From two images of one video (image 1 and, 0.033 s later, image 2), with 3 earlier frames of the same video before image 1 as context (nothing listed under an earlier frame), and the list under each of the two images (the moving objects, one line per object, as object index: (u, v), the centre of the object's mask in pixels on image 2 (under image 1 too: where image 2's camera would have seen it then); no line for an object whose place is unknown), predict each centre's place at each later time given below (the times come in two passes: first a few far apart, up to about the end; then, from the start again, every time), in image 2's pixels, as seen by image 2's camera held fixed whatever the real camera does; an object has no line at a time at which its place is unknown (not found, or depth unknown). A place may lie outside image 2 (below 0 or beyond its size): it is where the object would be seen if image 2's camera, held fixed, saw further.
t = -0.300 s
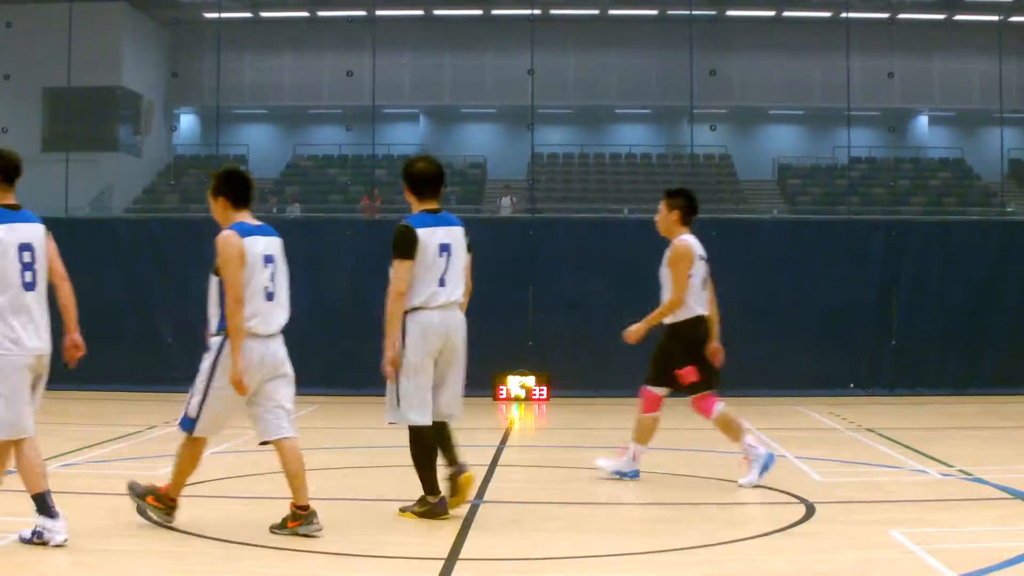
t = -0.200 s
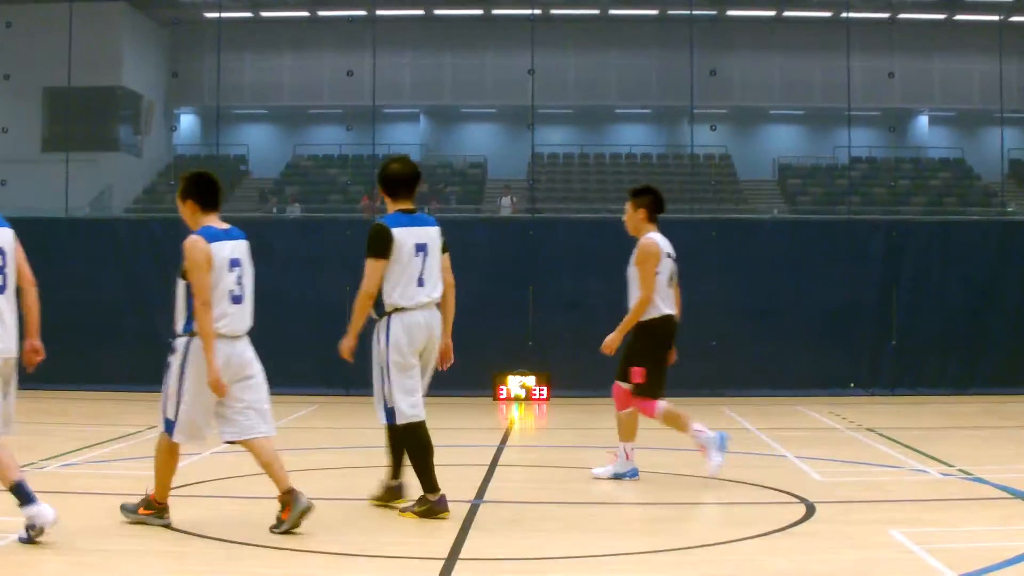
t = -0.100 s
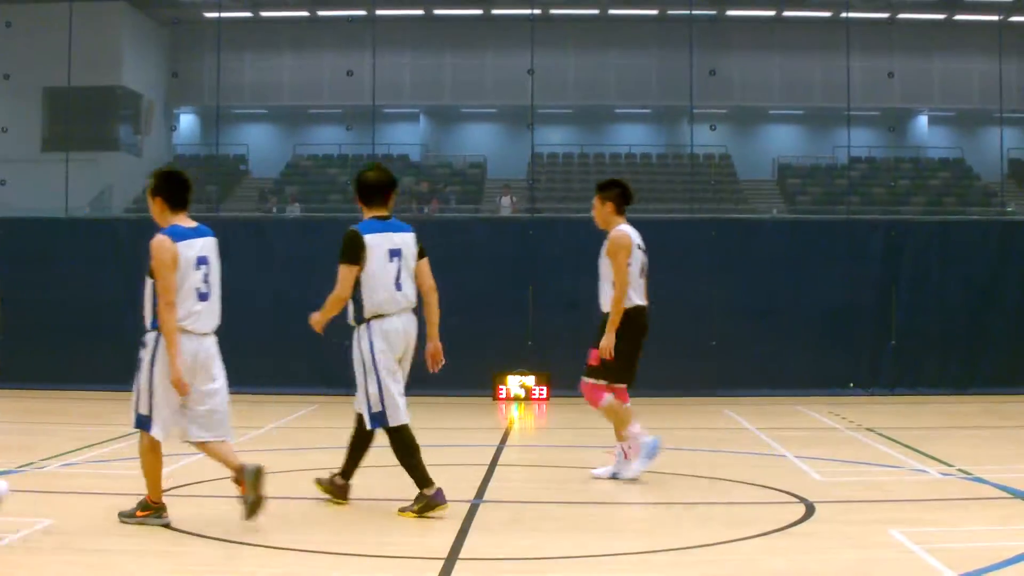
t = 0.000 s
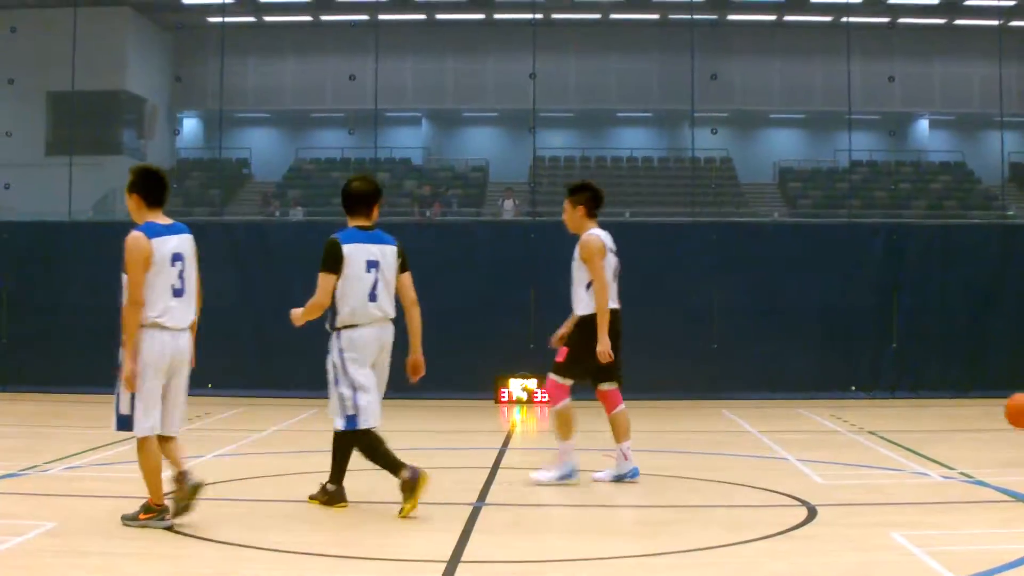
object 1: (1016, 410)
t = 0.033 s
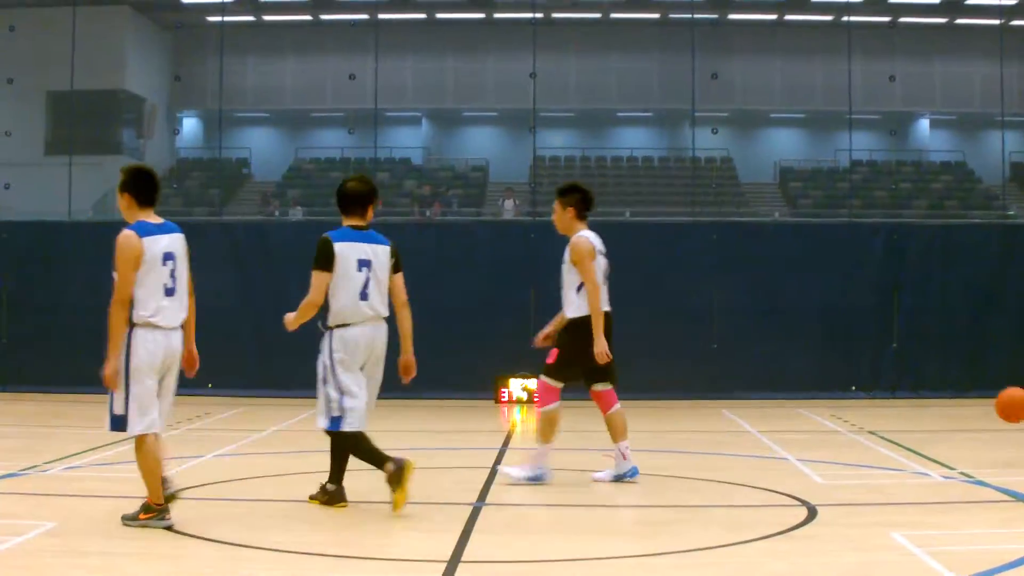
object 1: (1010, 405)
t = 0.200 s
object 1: (968, 400)
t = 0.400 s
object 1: (910, 447)
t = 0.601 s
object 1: (857, 410)
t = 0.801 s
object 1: (803, 430)
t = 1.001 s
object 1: (751, 421)
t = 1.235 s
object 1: (691, 439)
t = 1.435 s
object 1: (643, 426)
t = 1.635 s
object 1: (596, 440)
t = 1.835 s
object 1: (548, 437)
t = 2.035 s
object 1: (502, 436)
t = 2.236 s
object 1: (456, 439)
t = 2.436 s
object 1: (413, 437)
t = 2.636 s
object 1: (371, 437)
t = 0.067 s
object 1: (1005, 401)
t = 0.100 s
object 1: (995, 398)
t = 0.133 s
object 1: (986, 397)
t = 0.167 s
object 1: (977, 398)
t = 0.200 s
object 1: (968, 400)
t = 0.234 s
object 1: (958, 404)
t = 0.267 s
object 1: (948, 409)
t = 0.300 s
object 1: (939, 417)
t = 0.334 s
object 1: (929, 426)
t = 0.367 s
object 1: (920, 436)
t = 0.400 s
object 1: (910, 447)
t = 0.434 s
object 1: (901, 438)
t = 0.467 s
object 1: (892, 429)
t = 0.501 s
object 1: (884, 422)
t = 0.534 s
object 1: (875, 417)
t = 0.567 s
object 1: (866, 413)
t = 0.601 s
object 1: (857, 410)
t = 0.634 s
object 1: (848, 409)
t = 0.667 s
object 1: (839, 411)
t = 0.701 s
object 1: (830, 412)
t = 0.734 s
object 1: (821, 417)
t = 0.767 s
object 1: (812, 423)
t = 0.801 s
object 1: (803, 430)
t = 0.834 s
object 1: (794, 439)
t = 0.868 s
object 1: (785, 445)
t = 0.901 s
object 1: (776, 436)
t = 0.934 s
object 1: (768, 429)
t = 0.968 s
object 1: (759, 424)
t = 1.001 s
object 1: (751, 421)
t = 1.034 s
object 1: (742, 419)
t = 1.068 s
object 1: (734, 419)
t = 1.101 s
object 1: (726, 419)
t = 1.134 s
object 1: (717, 422)
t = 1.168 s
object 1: (709, 426)
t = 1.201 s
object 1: (700, 431)
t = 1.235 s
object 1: (691, 439)
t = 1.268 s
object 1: (683, 445)
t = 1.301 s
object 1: (675, 438)
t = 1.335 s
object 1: (667, 432)
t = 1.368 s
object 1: (659, 429)
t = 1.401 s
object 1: (651, 427)
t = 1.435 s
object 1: (643, 426)
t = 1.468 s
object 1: (635, 426)
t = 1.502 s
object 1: (627, 428)
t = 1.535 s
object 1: (619, 432)
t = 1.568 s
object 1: (611, 438)
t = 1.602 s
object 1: (603, 444)
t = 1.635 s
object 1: (596, 440)
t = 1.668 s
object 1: (587, 435)
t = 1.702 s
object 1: (579, 432)
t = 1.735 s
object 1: (571, 431)
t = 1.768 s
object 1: (563, 431)
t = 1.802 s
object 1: (556, 433)
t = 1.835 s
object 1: (548, 437)
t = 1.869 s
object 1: (540, 442)
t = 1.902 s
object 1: (532, 439)
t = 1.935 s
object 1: (525, 436)
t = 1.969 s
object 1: (517, 435)
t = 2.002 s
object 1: (509, 435)
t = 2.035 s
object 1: (502, 436)
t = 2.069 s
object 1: (495, 439)
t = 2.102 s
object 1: (486, 438)
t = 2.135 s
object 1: (479, 436)
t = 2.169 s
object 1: (471, 436)
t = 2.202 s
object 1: (463, 437)
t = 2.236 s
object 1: (456, 439)
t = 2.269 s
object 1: (449, 438)
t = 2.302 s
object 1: (442, 436)
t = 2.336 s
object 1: (435, 436)
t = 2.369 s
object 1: (428, 437)
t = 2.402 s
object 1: (420, 438)
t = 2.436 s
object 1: (413, 437)
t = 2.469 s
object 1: (406, 436)
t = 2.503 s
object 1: (399, 437)
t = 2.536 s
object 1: (392, 437)
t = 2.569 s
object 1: (385, 436)
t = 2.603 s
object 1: (378, 436)
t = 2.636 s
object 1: (371, 437)
